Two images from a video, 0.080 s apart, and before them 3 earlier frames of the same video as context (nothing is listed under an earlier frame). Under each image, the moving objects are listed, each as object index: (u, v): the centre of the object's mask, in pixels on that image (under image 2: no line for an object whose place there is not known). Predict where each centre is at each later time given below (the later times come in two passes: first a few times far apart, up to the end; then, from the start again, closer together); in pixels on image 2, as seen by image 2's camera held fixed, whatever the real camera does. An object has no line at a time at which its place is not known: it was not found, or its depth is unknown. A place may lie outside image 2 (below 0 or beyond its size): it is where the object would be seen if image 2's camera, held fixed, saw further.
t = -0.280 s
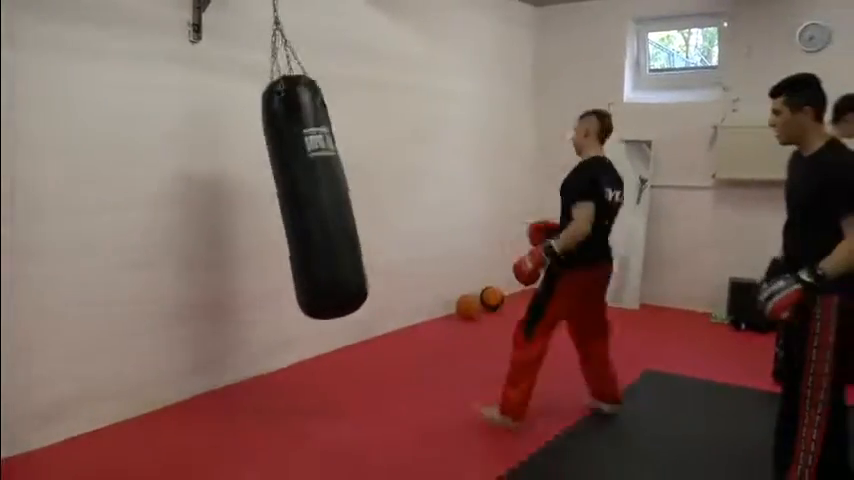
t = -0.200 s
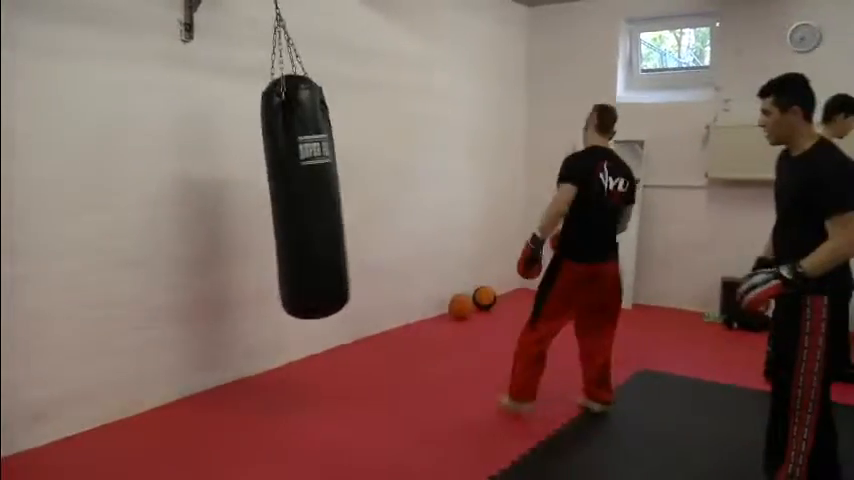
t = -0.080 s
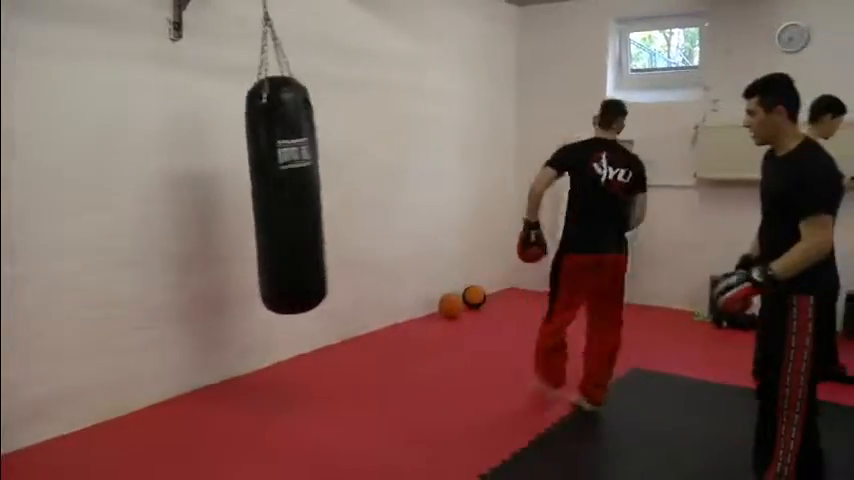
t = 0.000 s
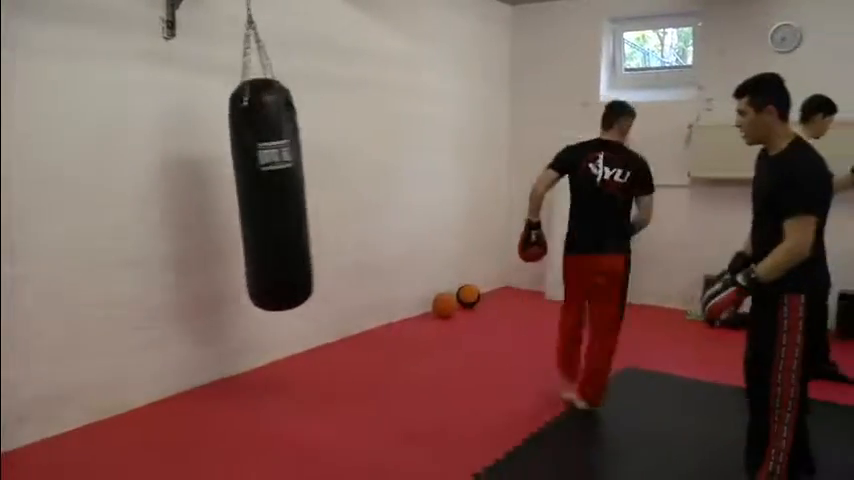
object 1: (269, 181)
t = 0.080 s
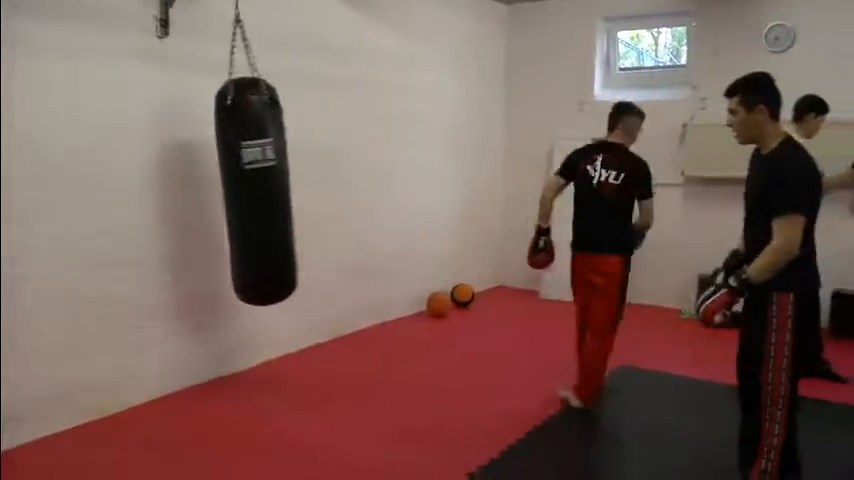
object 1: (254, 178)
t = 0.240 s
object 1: (243, 173)
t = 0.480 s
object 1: (219, 170)
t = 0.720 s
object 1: (222, 174)
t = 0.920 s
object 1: (224, 182)
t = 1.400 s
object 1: (256, 189)
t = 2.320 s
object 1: (253, 185)
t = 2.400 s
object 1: (246, 183)
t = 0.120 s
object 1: (252, 177)
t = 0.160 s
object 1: (249, 177)
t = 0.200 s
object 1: (246, 175)
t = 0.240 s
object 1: (243, 173)
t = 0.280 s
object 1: (239, 172)
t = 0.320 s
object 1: (235, 171)
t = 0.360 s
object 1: (230, 171)
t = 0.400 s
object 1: (226, 170)
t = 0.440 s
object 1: (222, 171)
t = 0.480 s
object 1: (219, 170)
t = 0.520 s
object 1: (218, 170)
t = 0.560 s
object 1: (217, 169)
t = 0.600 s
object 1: (217, 171)
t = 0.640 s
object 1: (219, 172)
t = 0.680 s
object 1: (220, 173)
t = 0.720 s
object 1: (222, 174)
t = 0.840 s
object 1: (221, 180)
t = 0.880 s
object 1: (222, 181)
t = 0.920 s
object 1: (224, 182)
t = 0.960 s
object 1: (226, 184)
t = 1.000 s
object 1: (230, 185)
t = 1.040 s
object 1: (233, 186)
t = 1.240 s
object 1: (243, 190)
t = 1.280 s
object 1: (247, 190)
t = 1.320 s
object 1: (250, 190)
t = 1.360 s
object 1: (254, 189)
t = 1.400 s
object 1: (256, 189)
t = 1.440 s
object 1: (259, 188)
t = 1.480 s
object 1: (262, 188)
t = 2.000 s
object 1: (271, 188)
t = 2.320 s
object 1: (253, 185)
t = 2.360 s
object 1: (249, 184)
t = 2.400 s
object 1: (246, 183)
